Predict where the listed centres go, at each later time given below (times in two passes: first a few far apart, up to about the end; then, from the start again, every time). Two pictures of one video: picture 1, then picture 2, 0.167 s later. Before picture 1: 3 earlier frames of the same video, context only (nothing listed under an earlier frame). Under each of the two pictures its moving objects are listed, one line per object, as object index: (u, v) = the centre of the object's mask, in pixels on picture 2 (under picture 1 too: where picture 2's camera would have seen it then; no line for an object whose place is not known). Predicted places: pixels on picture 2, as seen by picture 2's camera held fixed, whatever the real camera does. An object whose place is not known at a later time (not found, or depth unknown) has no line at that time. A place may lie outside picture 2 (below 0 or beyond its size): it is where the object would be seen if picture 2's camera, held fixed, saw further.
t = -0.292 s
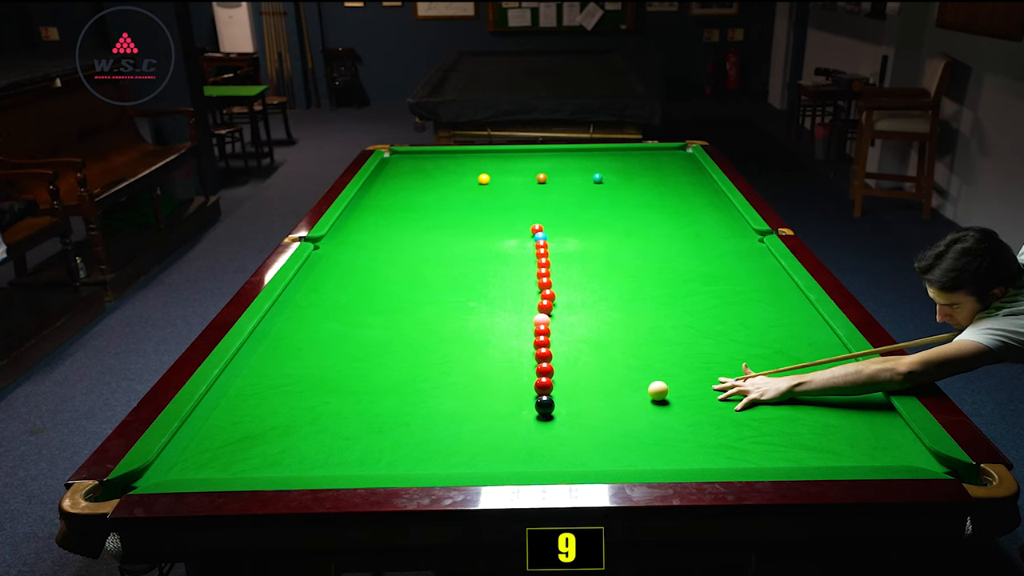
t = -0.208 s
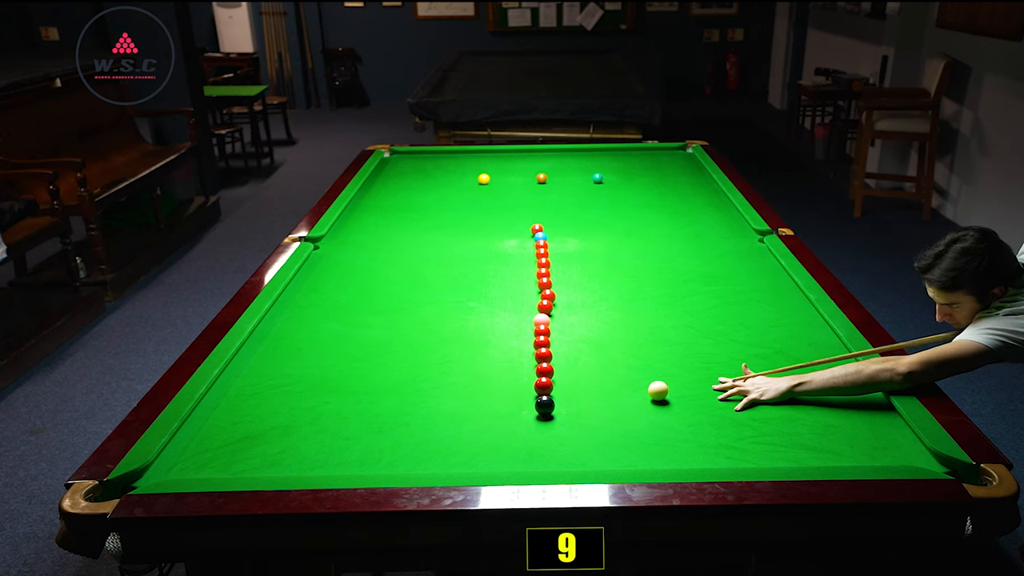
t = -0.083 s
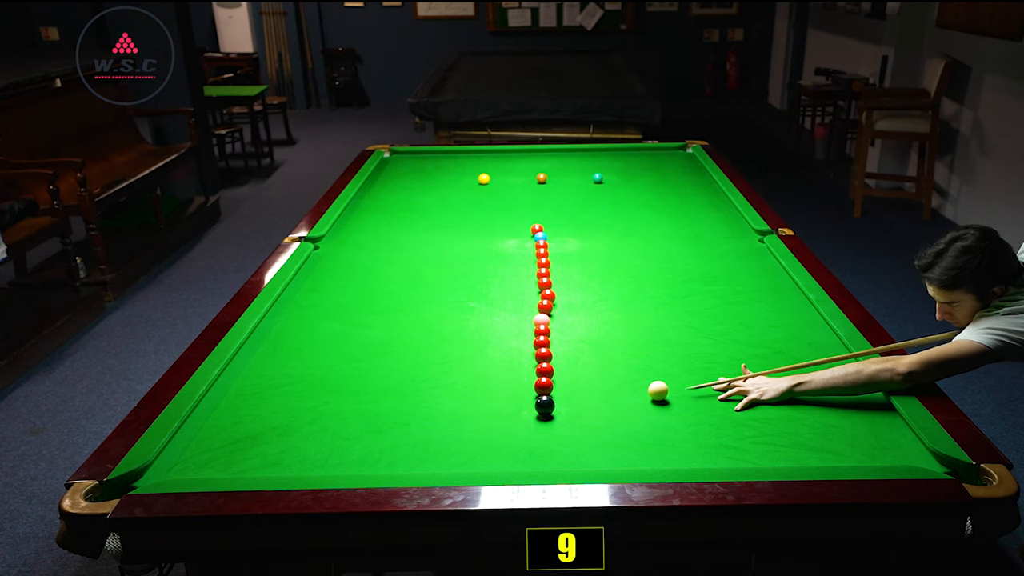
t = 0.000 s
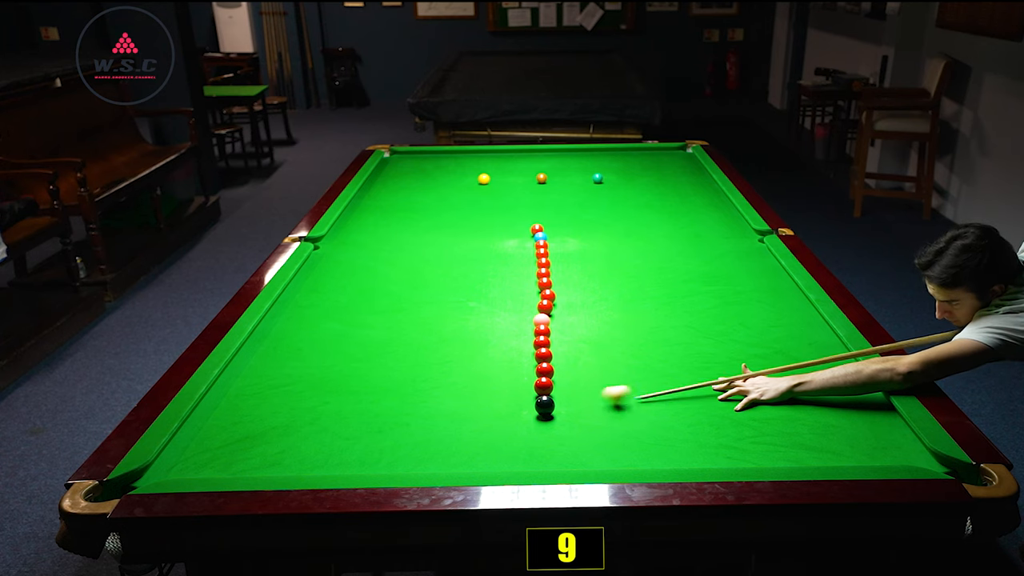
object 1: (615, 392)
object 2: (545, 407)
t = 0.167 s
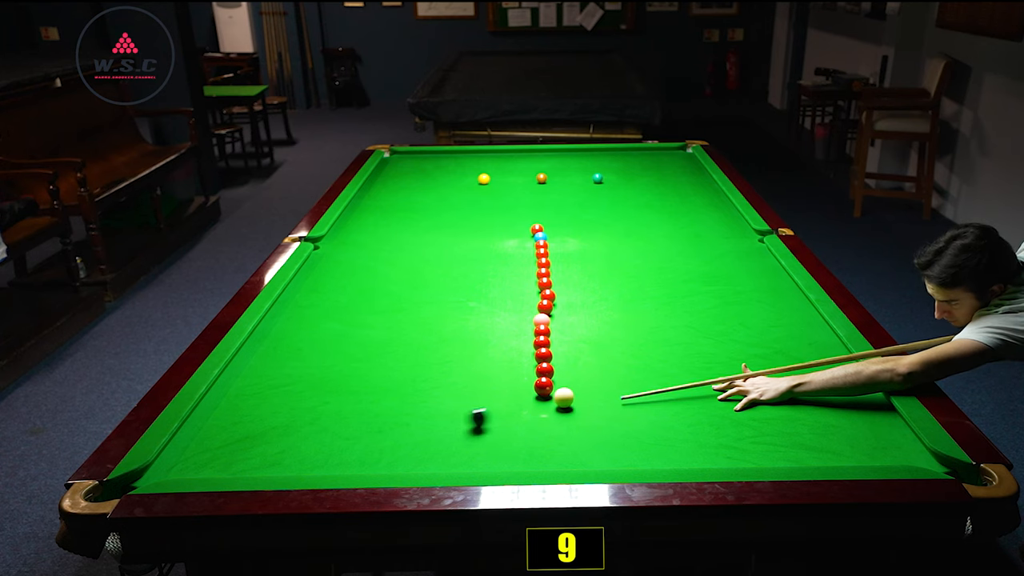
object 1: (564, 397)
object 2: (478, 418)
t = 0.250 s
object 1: (569, 394)
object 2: (428, 428)
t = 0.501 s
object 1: (584, 385)
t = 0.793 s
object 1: (600, 376)
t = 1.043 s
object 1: (612, 369)
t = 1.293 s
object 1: (622, 364)
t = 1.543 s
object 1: (631, 359)
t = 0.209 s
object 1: (566, 396)
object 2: (452, 423)
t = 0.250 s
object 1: (569, 394)
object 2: (428, 428)
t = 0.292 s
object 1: (572, 392)
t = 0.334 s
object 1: (574, 391)
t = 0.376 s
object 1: (577, 389)
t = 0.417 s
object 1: (580, 388)
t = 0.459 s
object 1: (582, 386)
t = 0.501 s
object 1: (584, 385)
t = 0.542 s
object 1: (587, 384)
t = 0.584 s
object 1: (589, 382)
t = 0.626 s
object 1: (591, 381)
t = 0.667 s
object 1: (594, 380)
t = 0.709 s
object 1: (596, 378)
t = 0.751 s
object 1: (598, 377)
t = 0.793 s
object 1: (600, 376)
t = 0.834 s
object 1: (602, 375)
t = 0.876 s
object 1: (604, 374)
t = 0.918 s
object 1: (606, 372)
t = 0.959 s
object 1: (608, 371)
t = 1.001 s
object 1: (610, 370)
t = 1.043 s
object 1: (612, 369)
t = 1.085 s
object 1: (614, 368)
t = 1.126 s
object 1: (616, 367)
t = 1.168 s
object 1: (617, 366)
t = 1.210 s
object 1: (619, 366)
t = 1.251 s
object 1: (620, 365)
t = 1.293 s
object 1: (622, 364)
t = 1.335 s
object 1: (624, 363)
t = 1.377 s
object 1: (625, 362)
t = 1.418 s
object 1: (627, 361)
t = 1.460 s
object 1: (628, 360)
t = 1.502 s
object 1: (630, 360)
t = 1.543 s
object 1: (631, 359)
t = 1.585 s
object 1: (633, 358)
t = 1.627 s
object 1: (634, 358)
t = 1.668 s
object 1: (635, 357)
